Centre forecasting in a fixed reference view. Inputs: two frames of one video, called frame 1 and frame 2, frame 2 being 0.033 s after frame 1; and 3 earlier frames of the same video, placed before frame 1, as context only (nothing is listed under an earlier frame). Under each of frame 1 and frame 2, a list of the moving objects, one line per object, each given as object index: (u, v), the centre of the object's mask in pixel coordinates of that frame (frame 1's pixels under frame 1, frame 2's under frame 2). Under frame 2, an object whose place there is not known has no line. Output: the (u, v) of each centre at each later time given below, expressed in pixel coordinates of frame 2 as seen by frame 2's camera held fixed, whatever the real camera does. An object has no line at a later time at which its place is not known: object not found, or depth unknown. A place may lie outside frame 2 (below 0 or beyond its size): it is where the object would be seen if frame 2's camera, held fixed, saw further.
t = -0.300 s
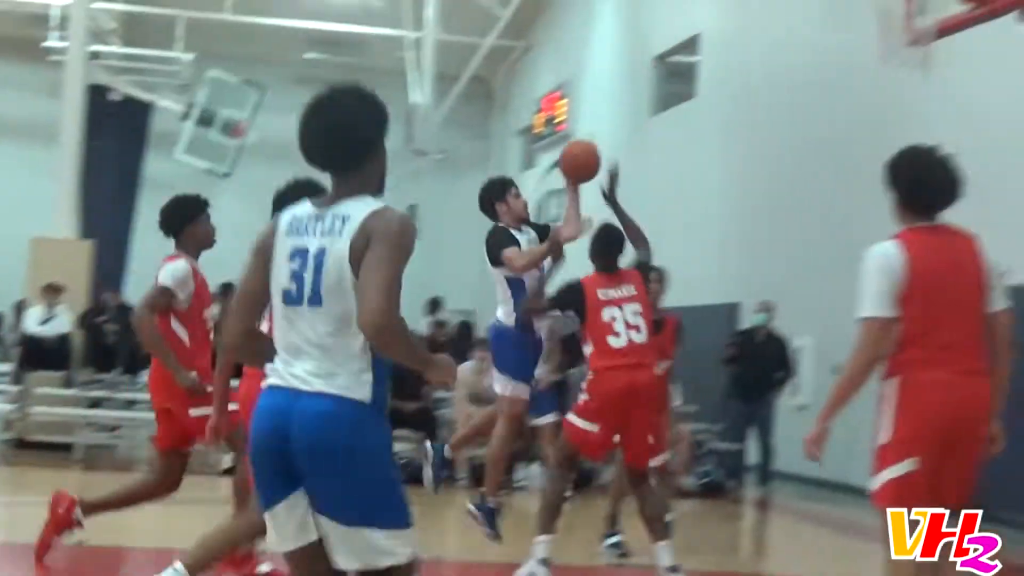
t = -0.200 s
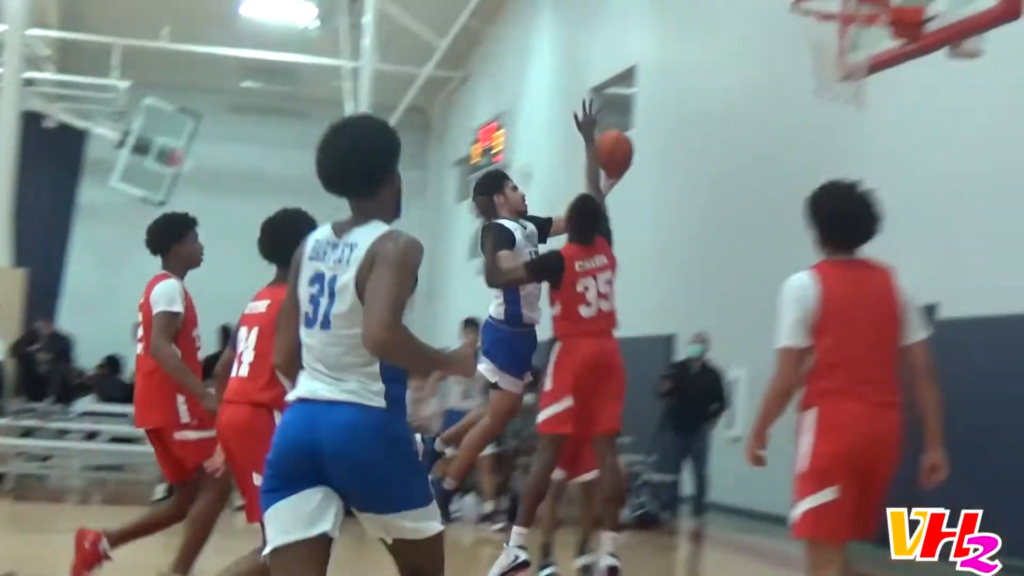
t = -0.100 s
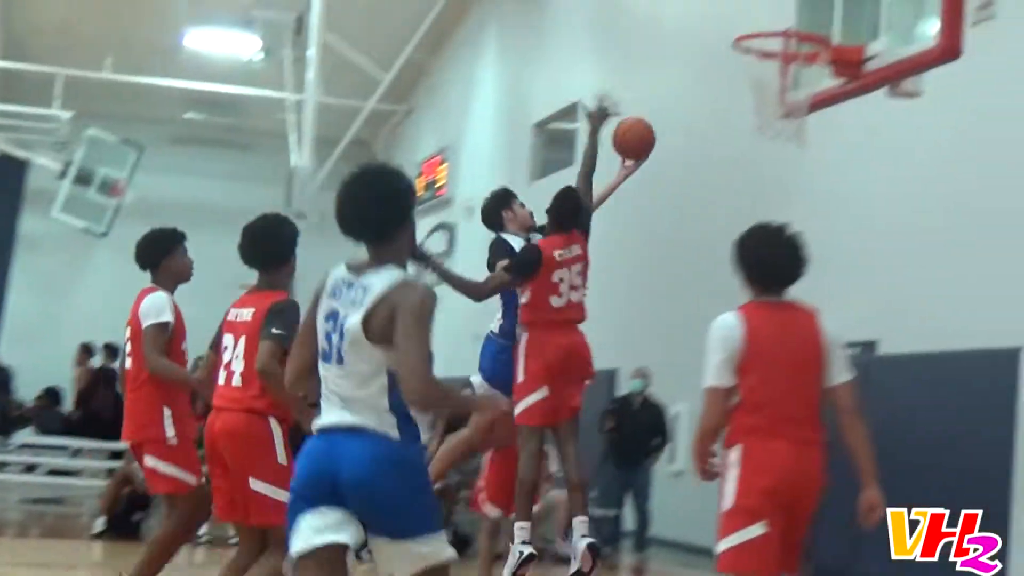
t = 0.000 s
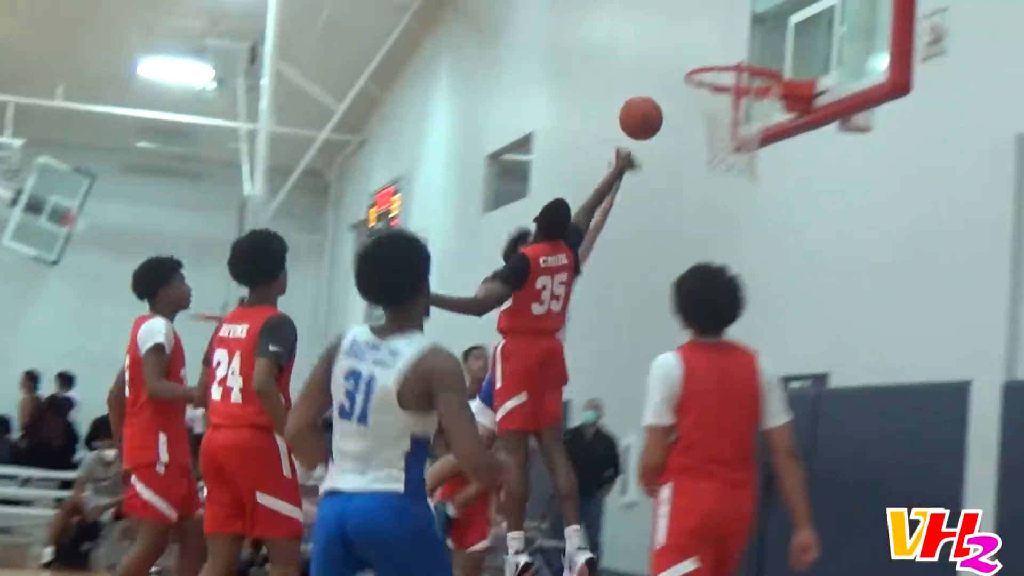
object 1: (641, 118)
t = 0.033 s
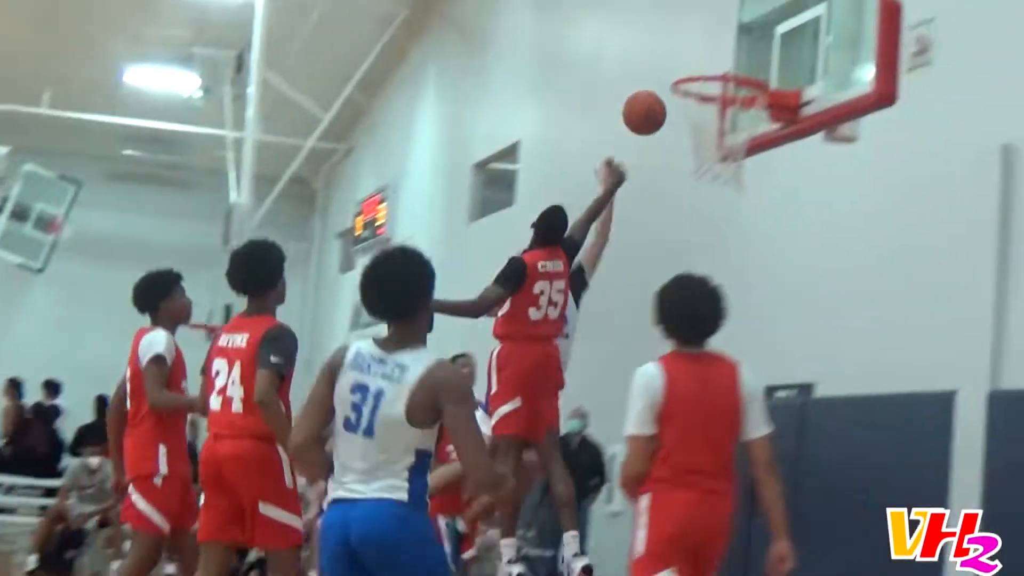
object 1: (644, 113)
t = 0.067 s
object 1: (661, 101)
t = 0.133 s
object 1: (695, 82)
